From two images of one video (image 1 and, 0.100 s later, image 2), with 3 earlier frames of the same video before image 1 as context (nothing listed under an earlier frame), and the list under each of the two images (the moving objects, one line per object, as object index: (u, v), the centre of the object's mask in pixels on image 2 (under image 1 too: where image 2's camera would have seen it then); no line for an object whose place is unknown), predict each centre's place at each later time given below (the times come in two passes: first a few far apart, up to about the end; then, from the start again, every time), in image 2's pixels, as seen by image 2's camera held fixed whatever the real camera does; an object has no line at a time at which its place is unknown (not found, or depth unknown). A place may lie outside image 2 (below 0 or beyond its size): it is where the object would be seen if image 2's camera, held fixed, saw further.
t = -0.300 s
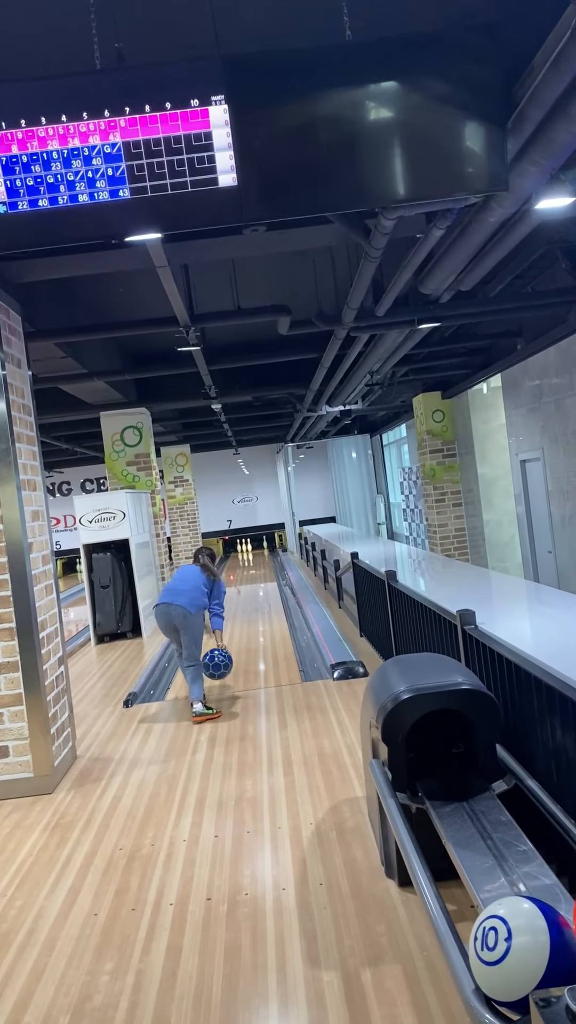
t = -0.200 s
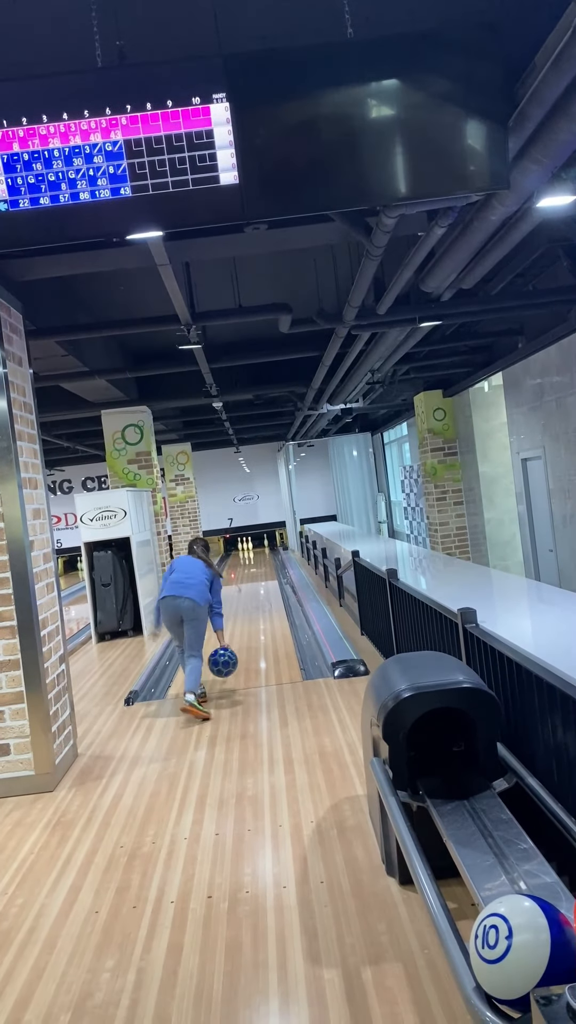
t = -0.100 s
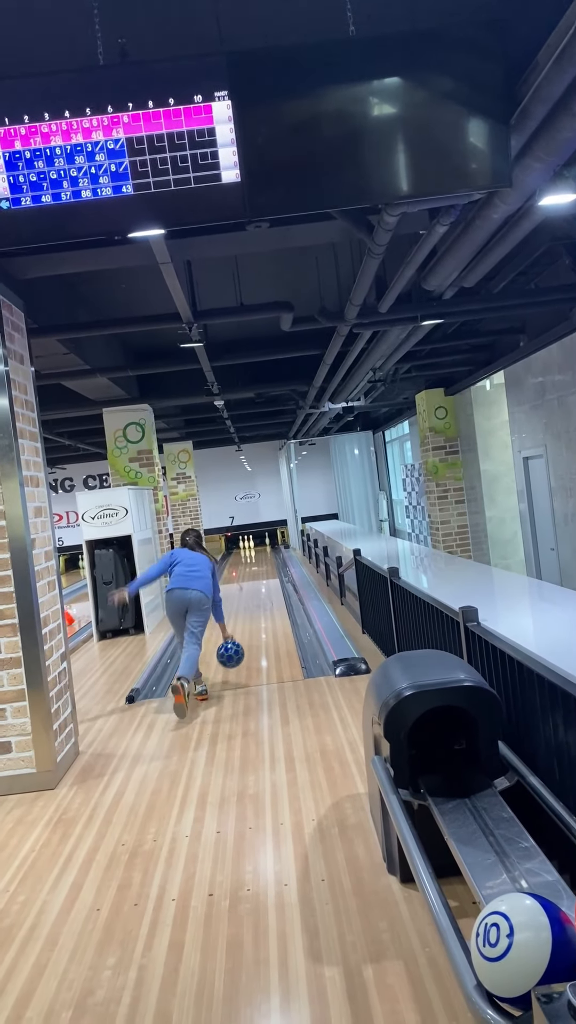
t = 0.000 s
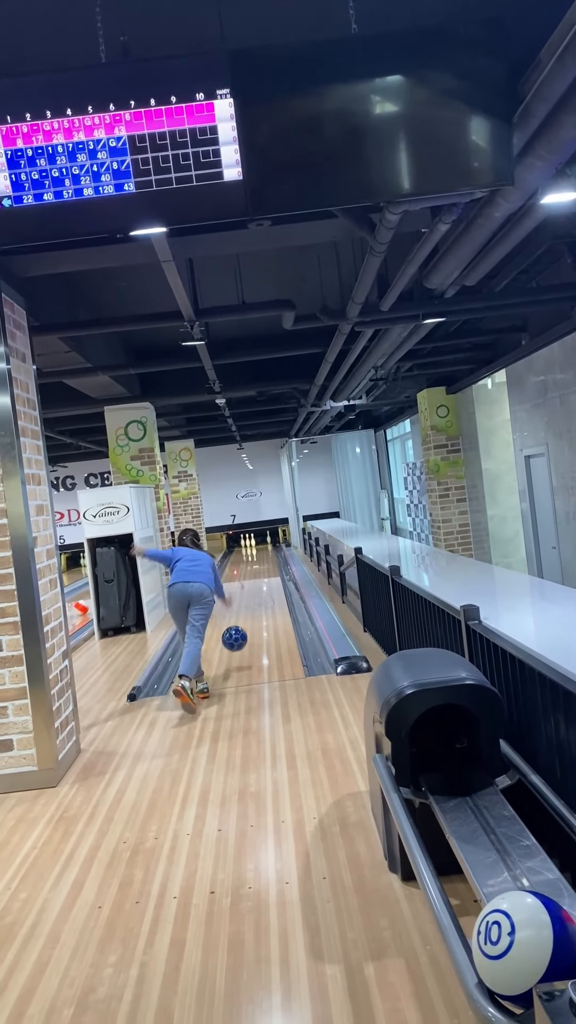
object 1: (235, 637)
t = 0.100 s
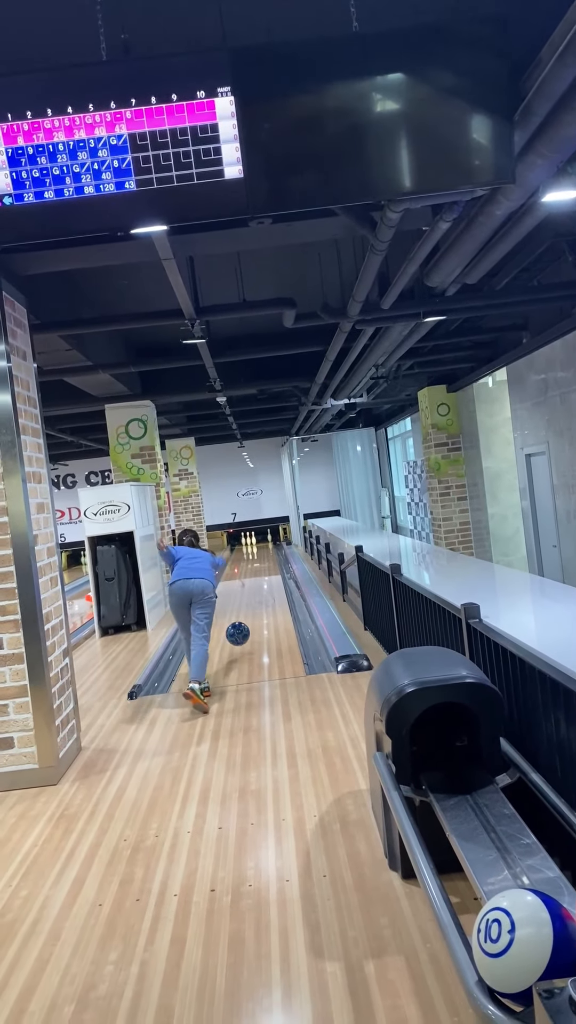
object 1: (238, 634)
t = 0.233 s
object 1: (241, 630)
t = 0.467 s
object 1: (244, 613)
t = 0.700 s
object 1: (246, 599)
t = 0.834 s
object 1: (247, 593)
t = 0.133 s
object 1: (239, 635)
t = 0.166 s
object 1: (240, 638)
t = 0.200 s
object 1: (240, 633)
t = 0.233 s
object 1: (241, 630)
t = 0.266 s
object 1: (241, 628)
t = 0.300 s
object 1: (242, 626)
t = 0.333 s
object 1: (242, 623)
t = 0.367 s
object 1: (242, 621)
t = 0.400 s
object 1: (243, 618)
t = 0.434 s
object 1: (243, 616)
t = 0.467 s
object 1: (244, 613)
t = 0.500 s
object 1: (244, 611)
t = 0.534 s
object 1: (245, 609)
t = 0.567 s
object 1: (245, 607)
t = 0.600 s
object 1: (245, 605)
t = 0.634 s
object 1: (245, 603)
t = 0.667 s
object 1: (246, 601)
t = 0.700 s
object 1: (246, 599)
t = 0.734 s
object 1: (246, 598)
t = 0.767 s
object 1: (247, 596)
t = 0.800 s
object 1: (247, 595)
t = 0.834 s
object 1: (247, 593)
